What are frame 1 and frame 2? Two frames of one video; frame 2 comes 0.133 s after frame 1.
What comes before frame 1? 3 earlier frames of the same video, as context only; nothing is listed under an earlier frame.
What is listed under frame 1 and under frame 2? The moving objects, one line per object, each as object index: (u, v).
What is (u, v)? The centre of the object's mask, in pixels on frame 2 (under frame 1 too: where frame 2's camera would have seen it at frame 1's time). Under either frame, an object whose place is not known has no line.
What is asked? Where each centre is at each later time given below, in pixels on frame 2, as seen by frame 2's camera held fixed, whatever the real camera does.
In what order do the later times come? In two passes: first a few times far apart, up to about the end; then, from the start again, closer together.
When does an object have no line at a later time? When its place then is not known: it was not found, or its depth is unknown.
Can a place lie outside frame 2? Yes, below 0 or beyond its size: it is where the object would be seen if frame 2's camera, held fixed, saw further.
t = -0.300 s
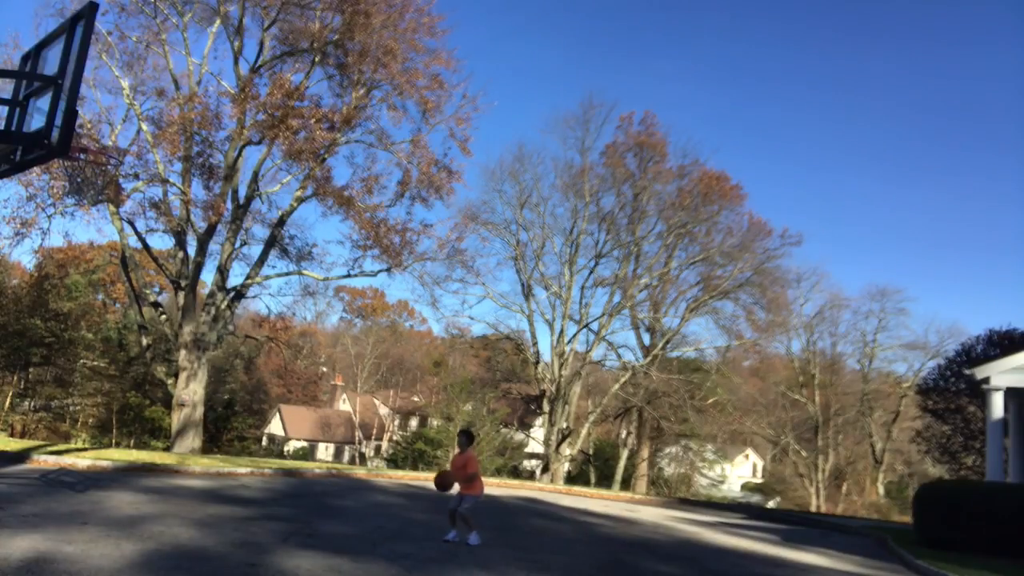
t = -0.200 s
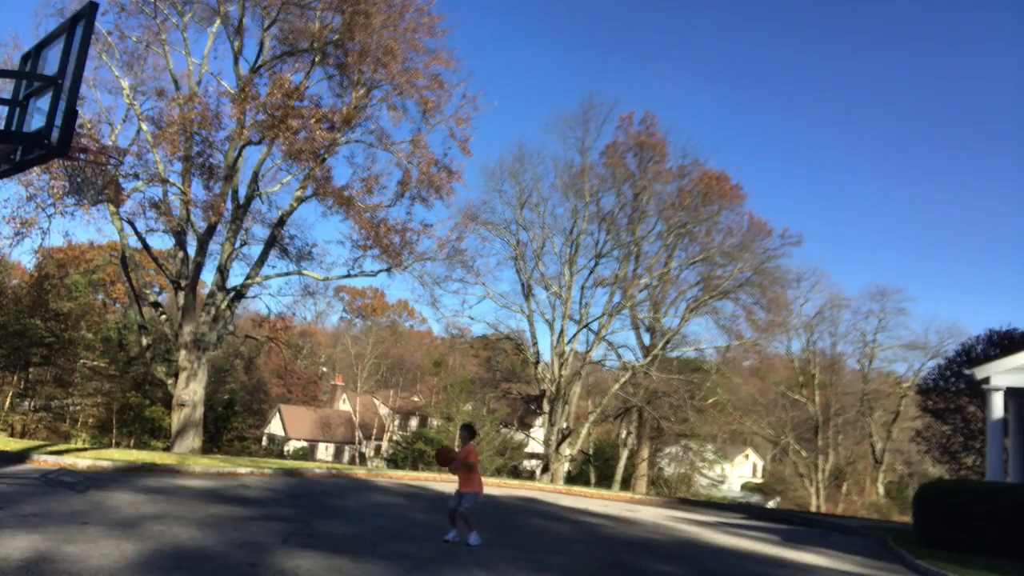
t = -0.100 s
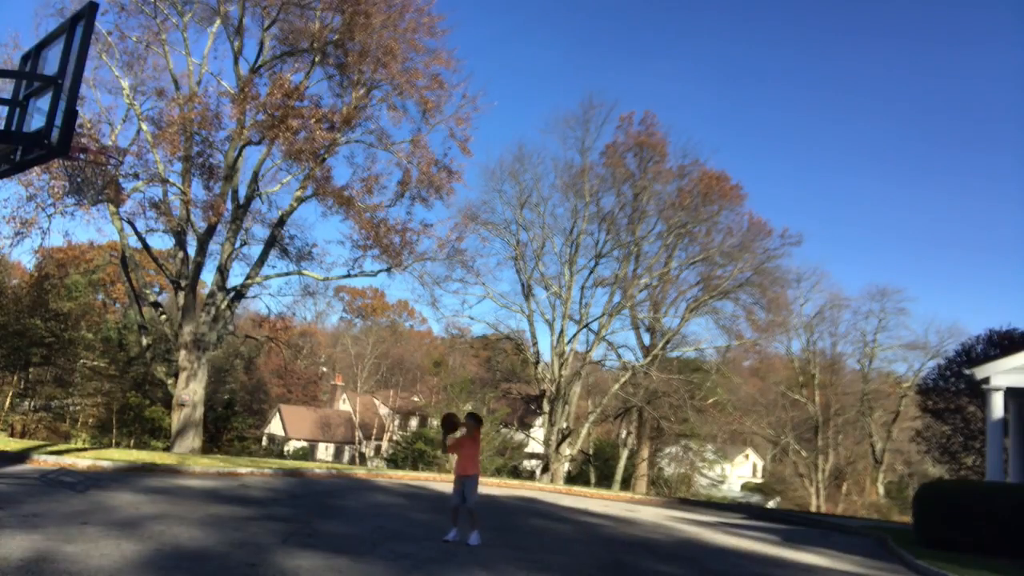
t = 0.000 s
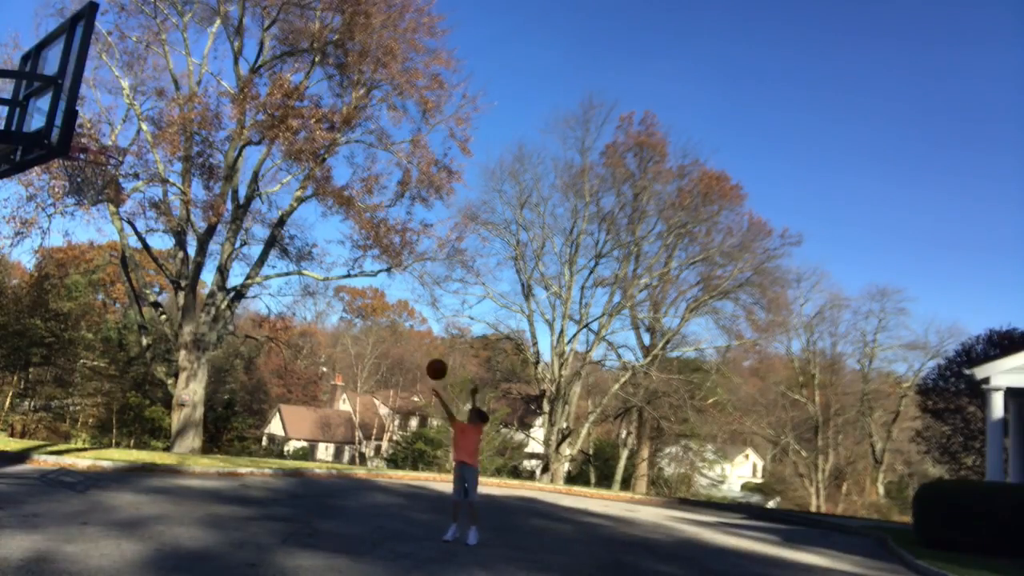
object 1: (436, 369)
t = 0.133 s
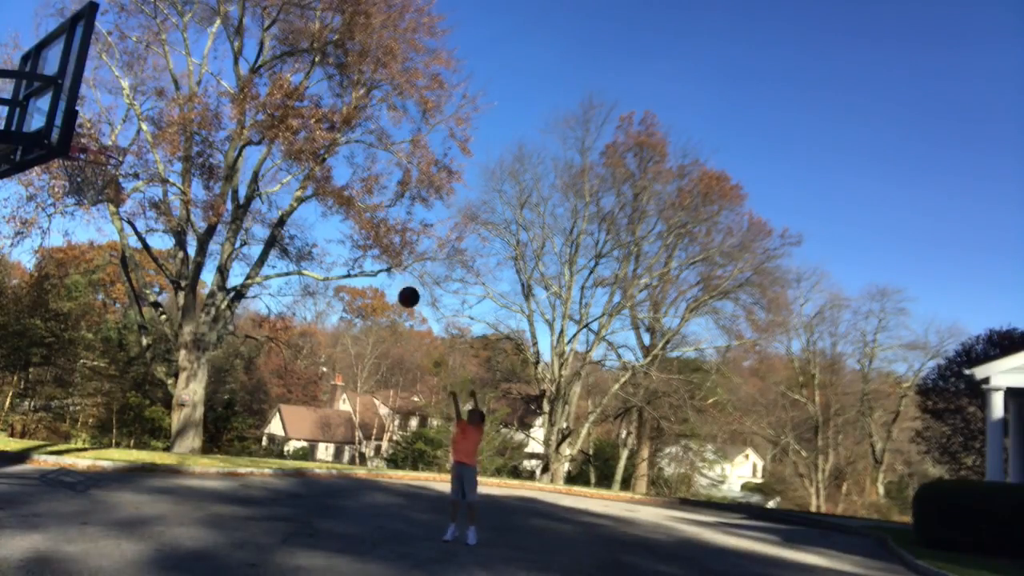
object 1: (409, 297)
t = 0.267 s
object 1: (376, 237)
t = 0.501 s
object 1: (306, 163)
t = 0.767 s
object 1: (199, 133)
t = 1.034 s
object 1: (86, 139)
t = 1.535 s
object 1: (78, 139)
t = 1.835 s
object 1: (81, 127)
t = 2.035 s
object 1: (90, 151)
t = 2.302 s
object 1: (106, 186)
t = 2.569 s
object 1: (63, 240)
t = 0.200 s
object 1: (393, 265)
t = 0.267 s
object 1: (376, 237)
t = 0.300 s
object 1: (367, 224)
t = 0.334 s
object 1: (357, 212)
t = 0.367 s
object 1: (348, 200)
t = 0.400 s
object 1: (338, 191)
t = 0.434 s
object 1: (328, 180)
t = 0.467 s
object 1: (317, 171)
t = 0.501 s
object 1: (306, 163)
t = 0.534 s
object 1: (294, 155)
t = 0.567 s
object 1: (282, 149)
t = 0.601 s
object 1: (269, 144)
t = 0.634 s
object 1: (256, 139)
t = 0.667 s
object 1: (243, 136)
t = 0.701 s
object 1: (229, 133)
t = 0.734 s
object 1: (213, 133)
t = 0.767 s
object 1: (199, 133)
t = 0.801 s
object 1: (183, 134)
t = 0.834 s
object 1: (167, 136)
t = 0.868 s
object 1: (149, 140)
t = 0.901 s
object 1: (131, 146)
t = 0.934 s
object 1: (117, 148)
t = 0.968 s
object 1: (107, 144)
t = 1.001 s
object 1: (97, 140)
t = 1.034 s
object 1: (86, 139)
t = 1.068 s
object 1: (80, 141)
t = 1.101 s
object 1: (81, 133)
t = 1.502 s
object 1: (79, 132)
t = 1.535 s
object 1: (78, 139)
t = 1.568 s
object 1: (79, 136)
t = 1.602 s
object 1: (79, 130)
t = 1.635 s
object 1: (80, 126)
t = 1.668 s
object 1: (81, 123)
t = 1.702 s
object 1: (81, 121)
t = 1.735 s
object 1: (81, 121)
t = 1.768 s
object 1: (82, 122)
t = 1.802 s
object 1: (77, 122)
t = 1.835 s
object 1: (81, 127)
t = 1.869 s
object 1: (80, 131)
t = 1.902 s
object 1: (81, 135)
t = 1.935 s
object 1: (80, 142)
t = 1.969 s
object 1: (83, 142)
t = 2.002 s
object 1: (86, 147)
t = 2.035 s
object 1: (90, 151)
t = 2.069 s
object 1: (96, 157)
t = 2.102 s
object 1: (100, 165)
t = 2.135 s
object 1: (105, 173)
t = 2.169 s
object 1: (108, 178)
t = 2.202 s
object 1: (110, 179)
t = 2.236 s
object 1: (109, 180)
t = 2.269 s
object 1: (106, 185)
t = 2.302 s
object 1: (106, 186)
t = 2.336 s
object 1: (103, 189)
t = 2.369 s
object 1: (99, 192)
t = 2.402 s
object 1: (91, 200)
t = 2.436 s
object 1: (86, 206)
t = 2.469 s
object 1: (81, 212)
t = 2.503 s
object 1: (75, 220)
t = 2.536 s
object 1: (69, 230)
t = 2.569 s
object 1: (63, 240)
